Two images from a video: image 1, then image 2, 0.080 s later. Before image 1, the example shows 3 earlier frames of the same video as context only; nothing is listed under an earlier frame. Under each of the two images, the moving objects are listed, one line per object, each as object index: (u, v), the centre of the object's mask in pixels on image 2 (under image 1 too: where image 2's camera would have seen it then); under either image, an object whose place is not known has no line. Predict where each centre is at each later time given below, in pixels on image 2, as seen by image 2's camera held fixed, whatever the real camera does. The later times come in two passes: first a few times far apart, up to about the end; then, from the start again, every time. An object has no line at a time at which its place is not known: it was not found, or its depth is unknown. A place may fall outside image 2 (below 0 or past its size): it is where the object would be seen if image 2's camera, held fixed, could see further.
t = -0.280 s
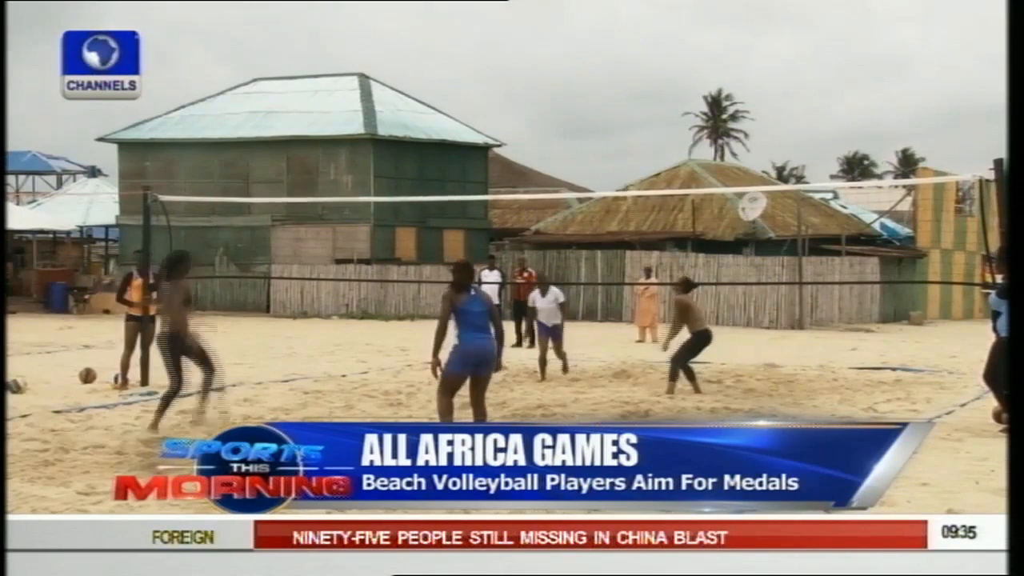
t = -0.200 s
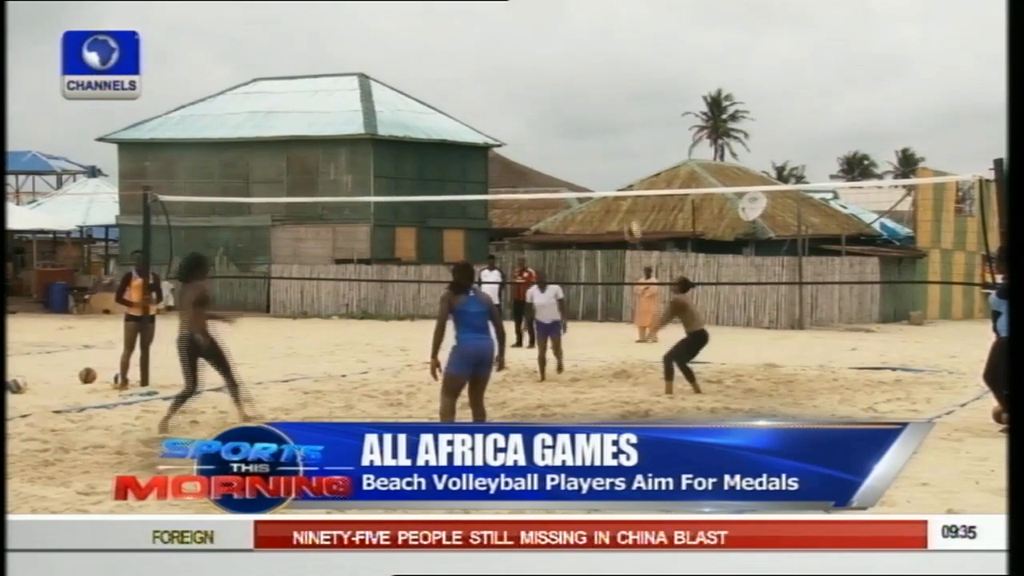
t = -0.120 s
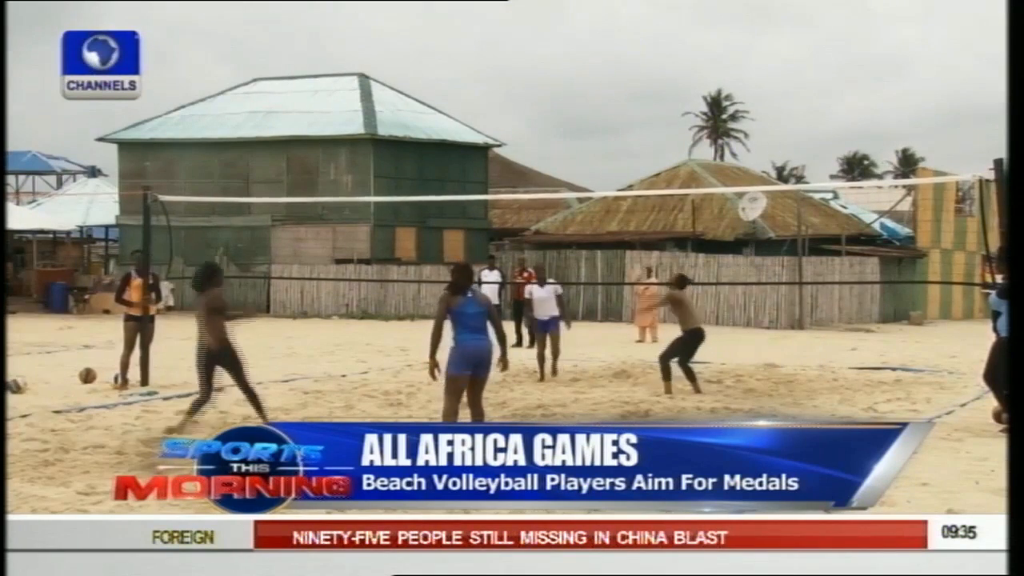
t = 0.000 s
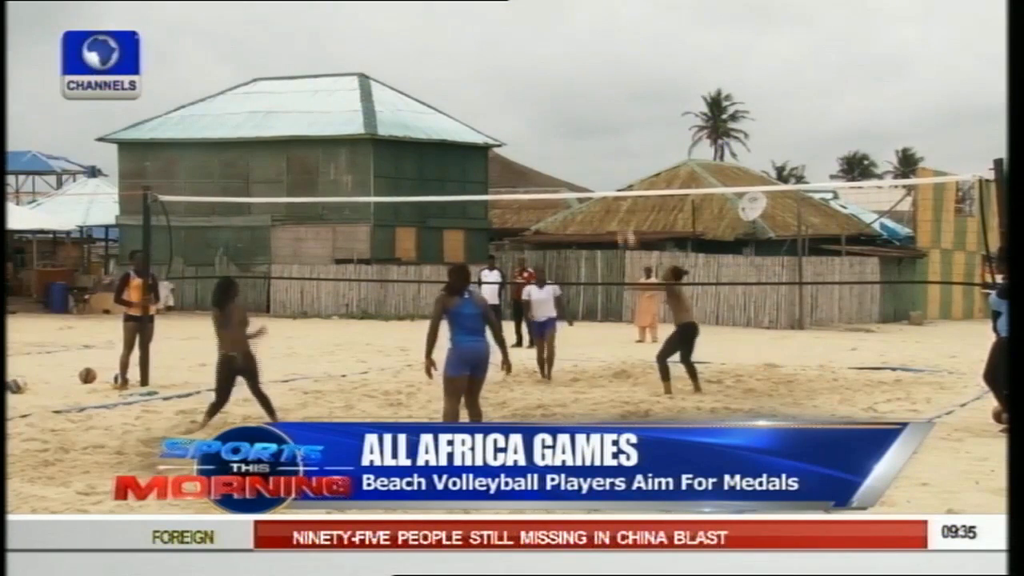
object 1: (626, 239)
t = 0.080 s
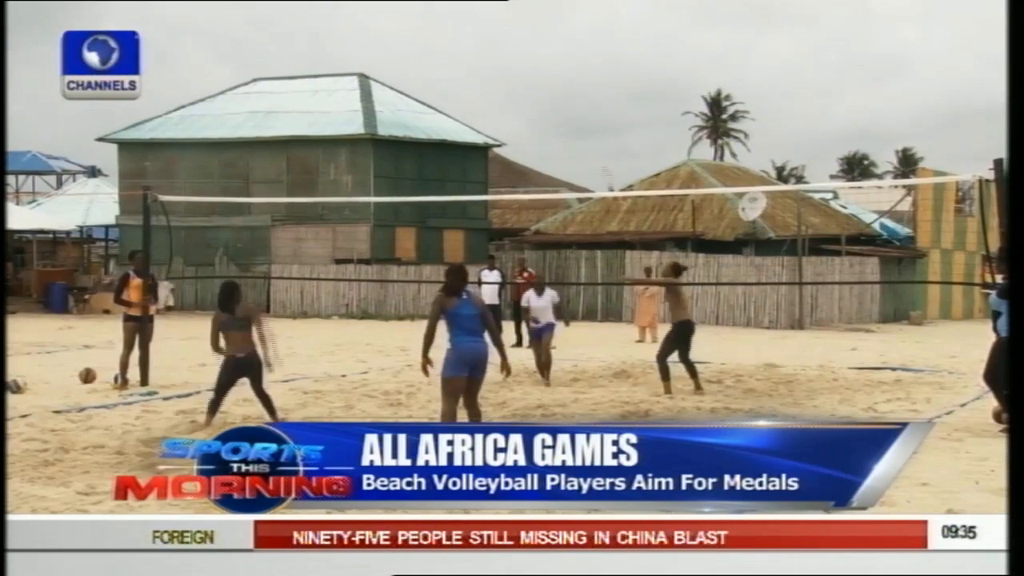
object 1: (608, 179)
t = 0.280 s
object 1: (580, 100)
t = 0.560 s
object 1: (540, 29)
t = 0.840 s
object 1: (504, 24)
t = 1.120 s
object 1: (471, 85)
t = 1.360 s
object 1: (448, 180)
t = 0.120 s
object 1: (604, 167)
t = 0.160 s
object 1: (599, 151)
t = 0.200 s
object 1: (593, 134)
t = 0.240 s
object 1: (586, 116)
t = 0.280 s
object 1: (580, 100)
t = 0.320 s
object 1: (573, 86)
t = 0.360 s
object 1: (568, 72)
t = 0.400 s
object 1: (562, 61)
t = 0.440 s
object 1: (557, 51)
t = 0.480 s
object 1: (551, 42)
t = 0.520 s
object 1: (545, 35)
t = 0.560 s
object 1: (540, 29)
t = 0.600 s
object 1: (534, 24)
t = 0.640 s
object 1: (529, 21)
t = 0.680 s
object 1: (524, 19)
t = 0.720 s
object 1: (519, 17)
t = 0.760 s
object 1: (514, 18)
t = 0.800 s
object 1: (509, 19)
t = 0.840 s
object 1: (504, 24)
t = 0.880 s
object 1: (500, 28)
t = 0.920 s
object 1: (495, 34)
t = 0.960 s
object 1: (489, 42)
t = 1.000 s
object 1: (485, 49)
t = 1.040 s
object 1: (481, 58)
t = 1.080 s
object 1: (476, 72)
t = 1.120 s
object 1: (471, 85)
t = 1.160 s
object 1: (467, 98)
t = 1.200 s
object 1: (464, 108)
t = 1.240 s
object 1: (460, 124)
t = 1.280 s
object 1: (455, 147)
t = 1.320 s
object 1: (451, 164)
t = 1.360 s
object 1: (448, 180)
